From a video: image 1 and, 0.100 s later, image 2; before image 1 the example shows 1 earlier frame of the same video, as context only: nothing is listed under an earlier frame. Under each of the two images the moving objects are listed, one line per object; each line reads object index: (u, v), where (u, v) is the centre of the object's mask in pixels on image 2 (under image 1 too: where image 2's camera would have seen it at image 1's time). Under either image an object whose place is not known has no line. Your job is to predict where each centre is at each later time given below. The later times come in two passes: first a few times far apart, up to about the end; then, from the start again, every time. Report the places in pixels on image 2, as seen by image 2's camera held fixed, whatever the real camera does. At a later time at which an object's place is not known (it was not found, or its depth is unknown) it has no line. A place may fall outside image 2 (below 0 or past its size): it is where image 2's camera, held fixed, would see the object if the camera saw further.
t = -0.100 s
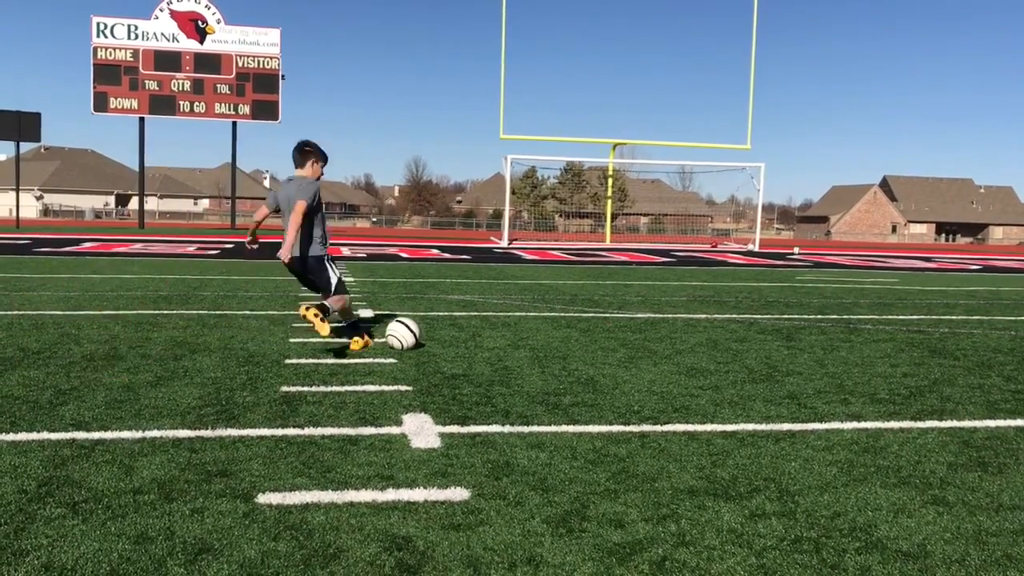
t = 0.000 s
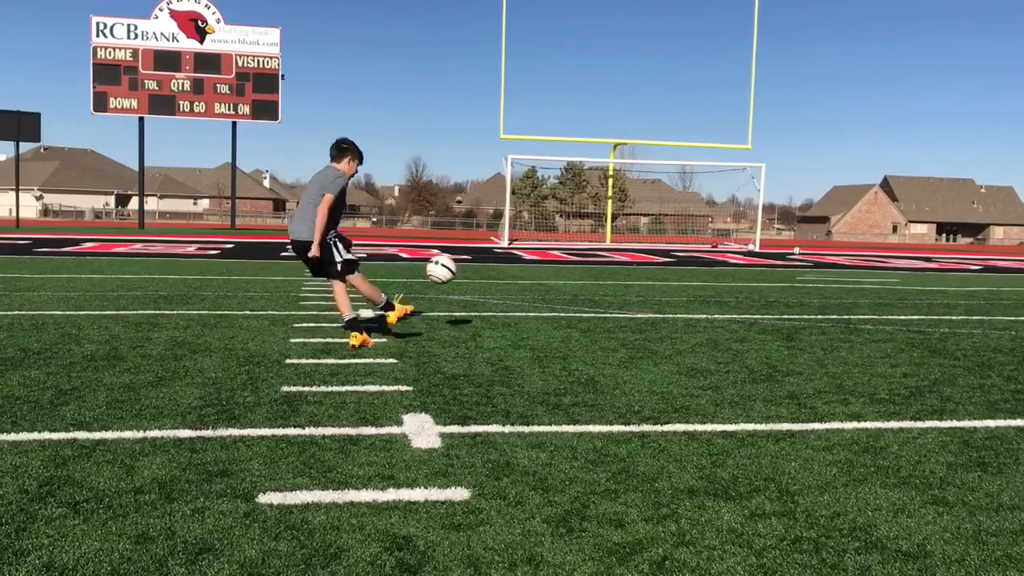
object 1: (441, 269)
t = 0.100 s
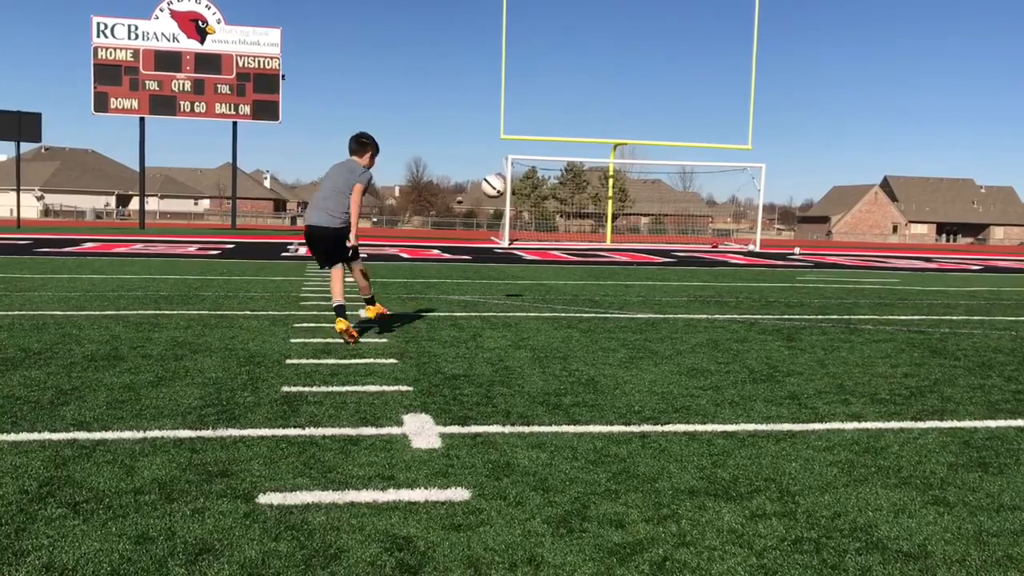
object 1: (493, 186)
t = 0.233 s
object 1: (537, 126)
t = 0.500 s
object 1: (584, 89)
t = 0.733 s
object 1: (605, 99)
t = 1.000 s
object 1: (618, 132)
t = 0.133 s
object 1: (506, 167)
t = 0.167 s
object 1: (518, 151)
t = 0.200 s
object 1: (528, 137)
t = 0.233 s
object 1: (537, 126)
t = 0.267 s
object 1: (545, 117)
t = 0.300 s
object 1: (552, 110)
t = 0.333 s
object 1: (559, 103)
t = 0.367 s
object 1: (565, 99)
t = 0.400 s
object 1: (570, 94)
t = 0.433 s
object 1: (576, 92)
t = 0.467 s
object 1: (580, 90)
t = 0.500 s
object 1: (584, 89)
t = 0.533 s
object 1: (588, 88)
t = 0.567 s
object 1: (591, 89)
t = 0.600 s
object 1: (594, 90)
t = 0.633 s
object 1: (598, 91)
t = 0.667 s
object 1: (600, 94)
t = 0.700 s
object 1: (603, 95)
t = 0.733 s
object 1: (605, 99)
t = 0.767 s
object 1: (608, 102)
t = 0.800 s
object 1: (609, 105)
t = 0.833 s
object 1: (611, 109)
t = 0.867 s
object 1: (612, 113)
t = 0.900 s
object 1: (614, 118)
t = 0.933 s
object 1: (615, 122)
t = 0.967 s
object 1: (617, 127)
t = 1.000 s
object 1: (618, 132)
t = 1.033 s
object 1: (619, 137)
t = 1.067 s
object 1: (621, 143)
